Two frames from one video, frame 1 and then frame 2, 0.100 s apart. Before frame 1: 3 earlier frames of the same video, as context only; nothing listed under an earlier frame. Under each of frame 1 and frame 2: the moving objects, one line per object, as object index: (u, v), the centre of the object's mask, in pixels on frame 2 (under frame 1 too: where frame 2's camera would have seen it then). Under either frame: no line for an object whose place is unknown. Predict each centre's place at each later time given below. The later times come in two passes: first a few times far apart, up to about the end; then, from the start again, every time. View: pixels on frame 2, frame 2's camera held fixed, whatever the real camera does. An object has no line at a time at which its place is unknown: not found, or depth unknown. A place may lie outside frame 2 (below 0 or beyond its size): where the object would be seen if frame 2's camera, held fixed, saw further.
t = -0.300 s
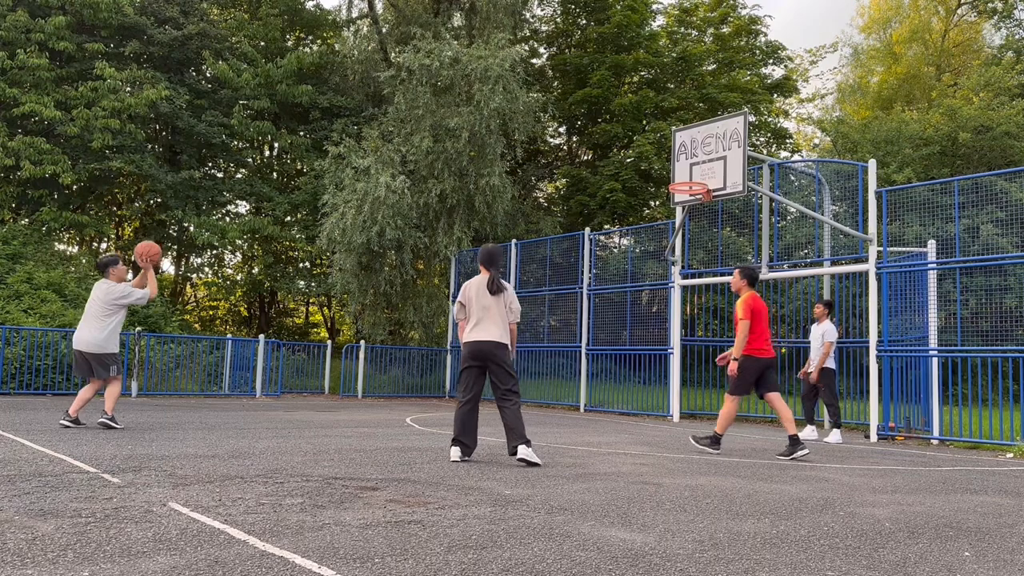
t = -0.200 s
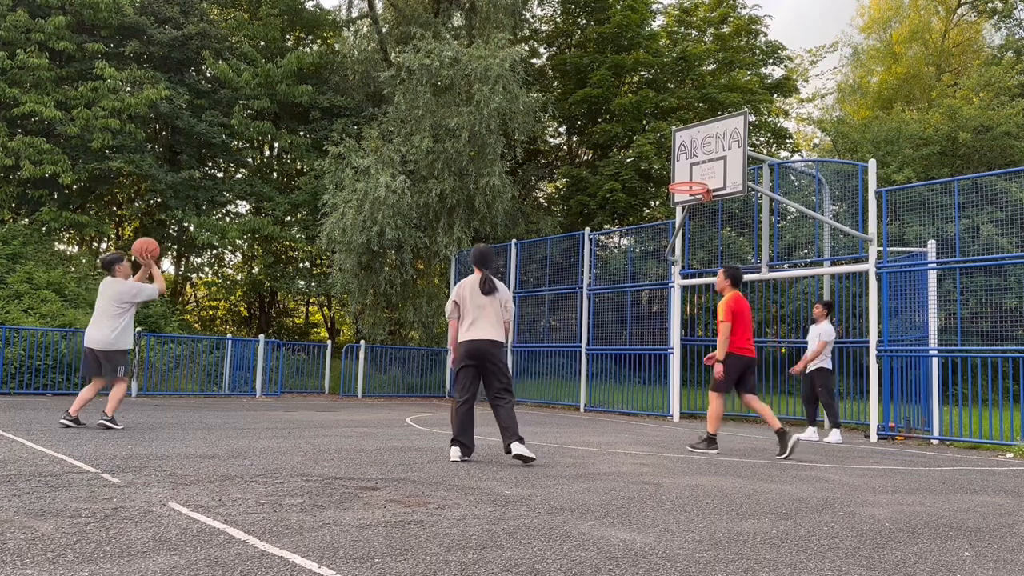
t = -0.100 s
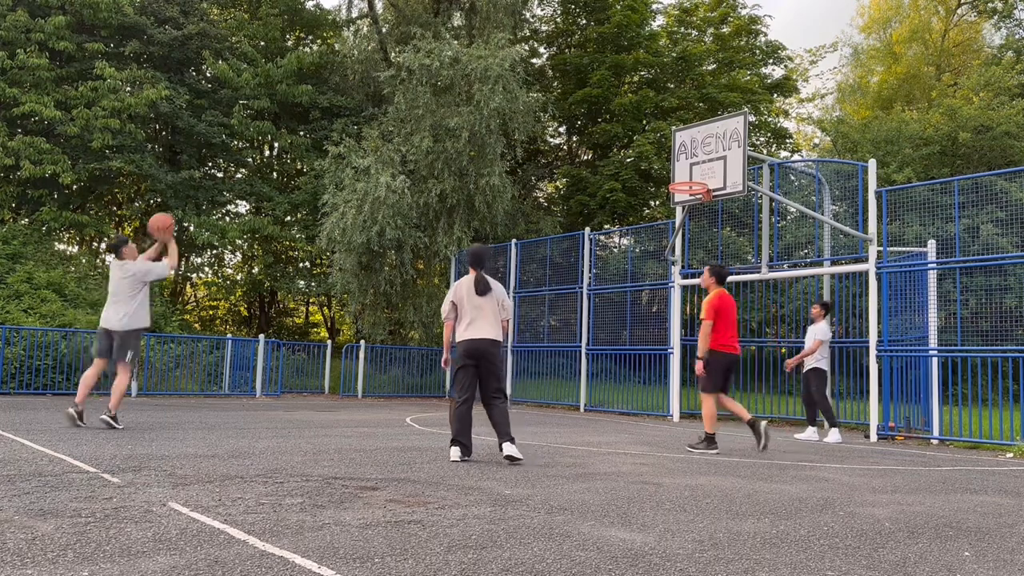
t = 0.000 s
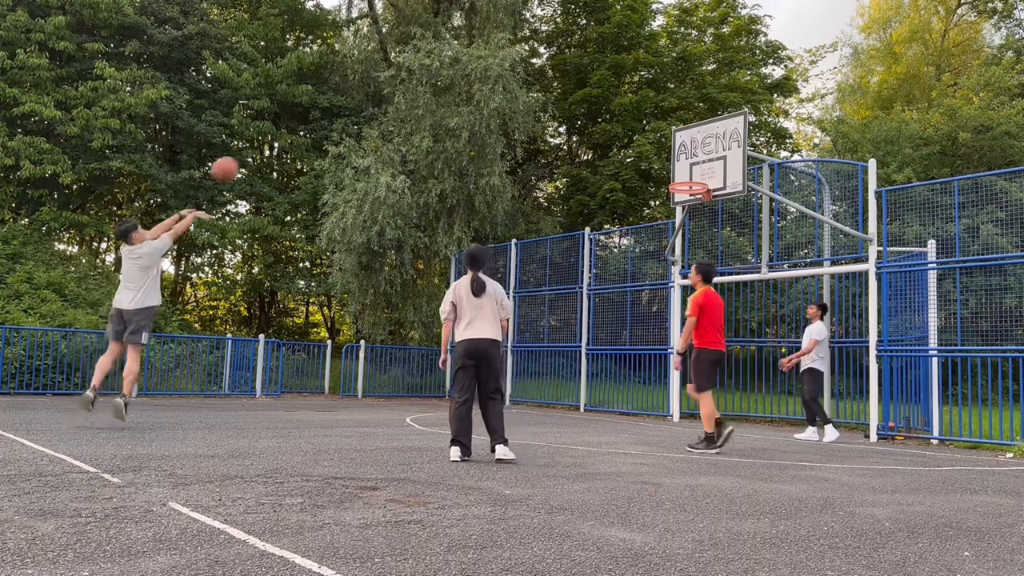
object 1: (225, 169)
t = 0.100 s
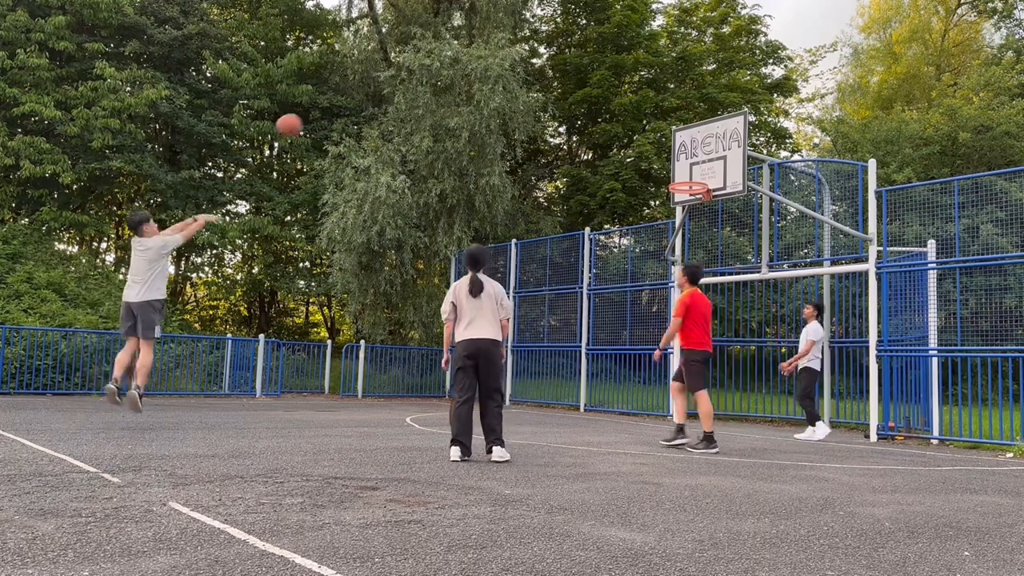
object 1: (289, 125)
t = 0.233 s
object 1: (365, 86)
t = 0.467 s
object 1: (479, 58)
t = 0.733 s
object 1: (591, 79)
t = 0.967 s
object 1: (674, 136)
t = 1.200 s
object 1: (646, 189)
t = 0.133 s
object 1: (309, 114)
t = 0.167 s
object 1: (328, 103)
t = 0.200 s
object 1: (347, 94)
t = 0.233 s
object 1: (365, 86)
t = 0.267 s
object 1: (384, 79)
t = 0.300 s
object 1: (400, 73)
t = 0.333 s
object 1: (417, 68)
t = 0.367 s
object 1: (433, 64)
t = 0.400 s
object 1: (450, 61)
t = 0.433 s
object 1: (465, 59)
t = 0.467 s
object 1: (479, 58)
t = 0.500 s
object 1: (496, 58)
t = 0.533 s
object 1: (510, 58)
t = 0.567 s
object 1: (523, 59)
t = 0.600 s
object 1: (538, 63)
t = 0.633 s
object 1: (552, 66)
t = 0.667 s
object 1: (565, 69)
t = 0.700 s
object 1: (578, 74)
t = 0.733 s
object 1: (591, 79)
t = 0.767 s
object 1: (604, 85)
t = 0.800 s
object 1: (617, 93)
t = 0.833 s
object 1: (629, 101)
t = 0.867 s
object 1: (640, 109)
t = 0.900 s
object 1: (652, 118)
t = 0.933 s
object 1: (663, 127)
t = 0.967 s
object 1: (674, 136)
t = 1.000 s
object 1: (686, 150)
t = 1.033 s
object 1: (682, 154)
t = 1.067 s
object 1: (674, 160)
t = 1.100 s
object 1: (667, 164)
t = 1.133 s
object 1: (661, 171)
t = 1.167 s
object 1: (653, 179)
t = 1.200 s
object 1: (646, 189)
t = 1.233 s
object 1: (639, 198)
